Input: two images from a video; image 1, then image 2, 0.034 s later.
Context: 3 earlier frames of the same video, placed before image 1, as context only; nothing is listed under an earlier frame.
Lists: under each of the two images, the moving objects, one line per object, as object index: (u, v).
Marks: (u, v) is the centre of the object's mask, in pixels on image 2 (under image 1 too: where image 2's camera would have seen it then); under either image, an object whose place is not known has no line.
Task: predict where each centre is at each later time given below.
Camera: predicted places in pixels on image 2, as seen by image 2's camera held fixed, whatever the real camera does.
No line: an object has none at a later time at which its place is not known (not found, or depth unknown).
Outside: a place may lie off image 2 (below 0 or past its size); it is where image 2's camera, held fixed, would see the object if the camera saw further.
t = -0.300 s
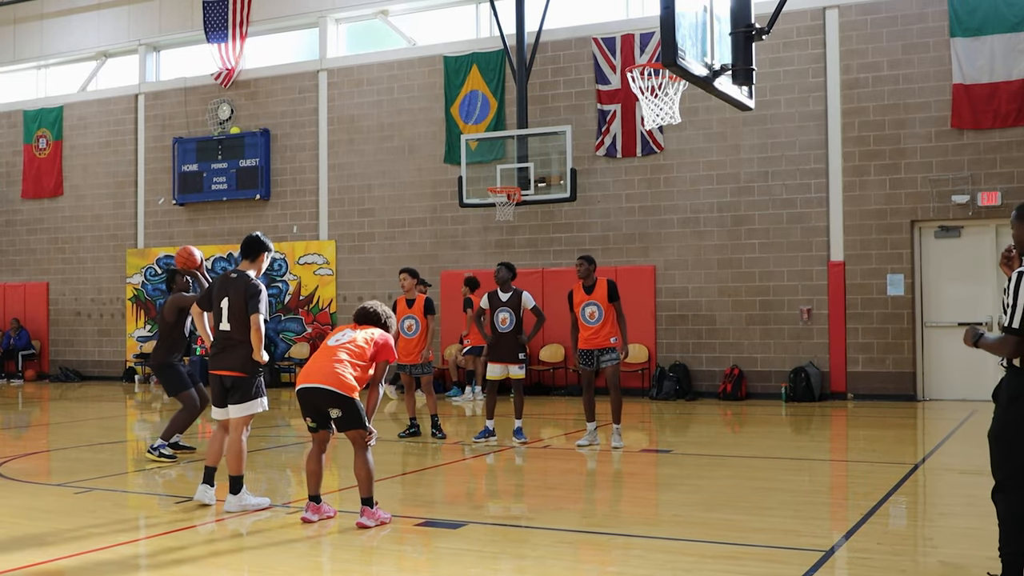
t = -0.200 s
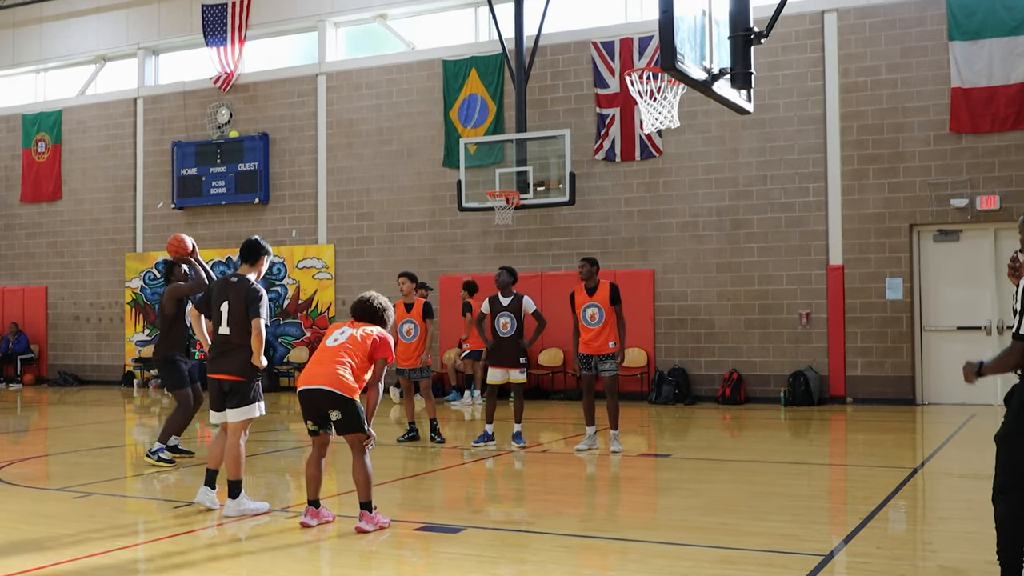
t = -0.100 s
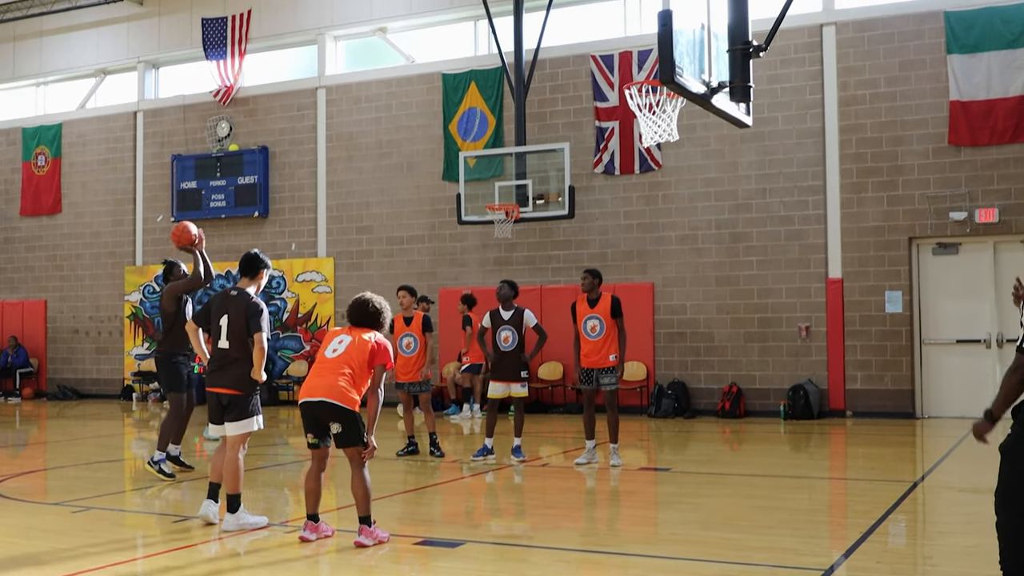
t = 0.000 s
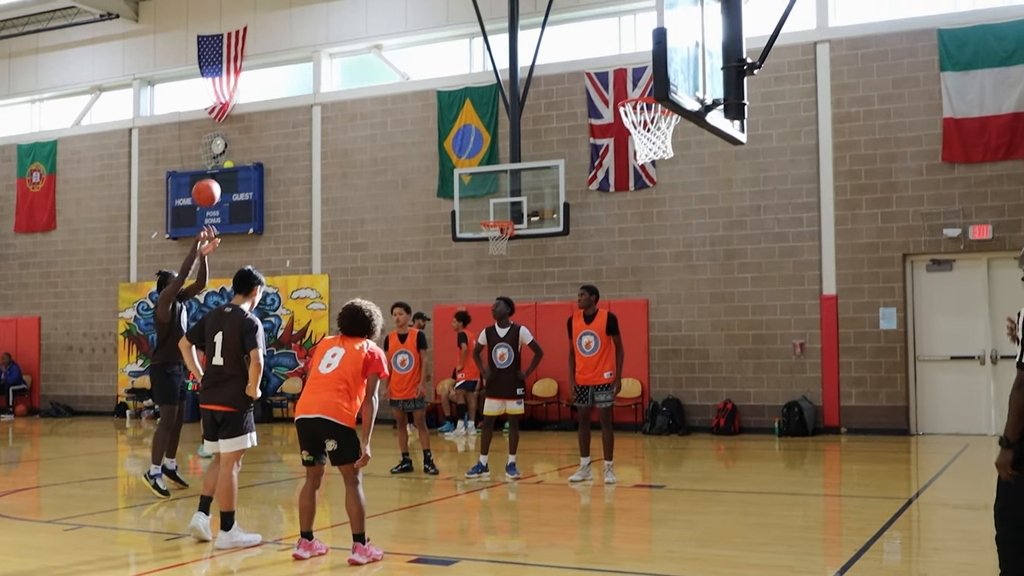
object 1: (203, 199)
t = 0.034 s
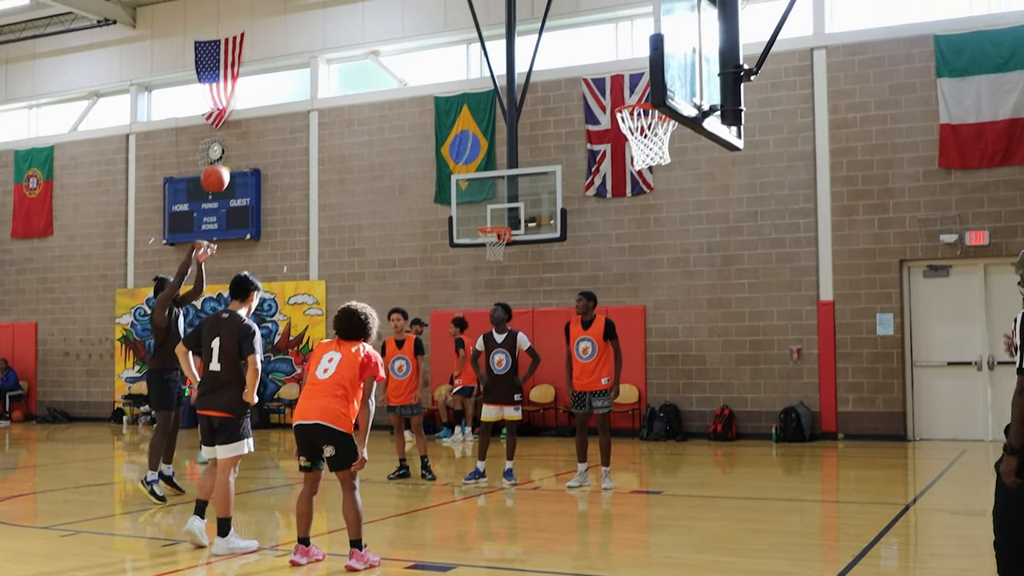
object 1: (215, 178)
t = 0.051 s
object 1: (222, 169)
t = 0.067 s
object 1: (228, 159)
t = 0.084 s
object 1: (234, 150)
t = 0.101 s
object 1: (239, 142)
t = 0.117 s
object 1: (245, 133)
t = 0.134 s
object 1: (251, 125)
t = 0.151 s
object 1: (257, 118)
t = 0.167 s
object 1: (263, 110)
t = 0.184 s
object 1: (268, 103)
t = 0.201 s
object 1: (275, 95)
